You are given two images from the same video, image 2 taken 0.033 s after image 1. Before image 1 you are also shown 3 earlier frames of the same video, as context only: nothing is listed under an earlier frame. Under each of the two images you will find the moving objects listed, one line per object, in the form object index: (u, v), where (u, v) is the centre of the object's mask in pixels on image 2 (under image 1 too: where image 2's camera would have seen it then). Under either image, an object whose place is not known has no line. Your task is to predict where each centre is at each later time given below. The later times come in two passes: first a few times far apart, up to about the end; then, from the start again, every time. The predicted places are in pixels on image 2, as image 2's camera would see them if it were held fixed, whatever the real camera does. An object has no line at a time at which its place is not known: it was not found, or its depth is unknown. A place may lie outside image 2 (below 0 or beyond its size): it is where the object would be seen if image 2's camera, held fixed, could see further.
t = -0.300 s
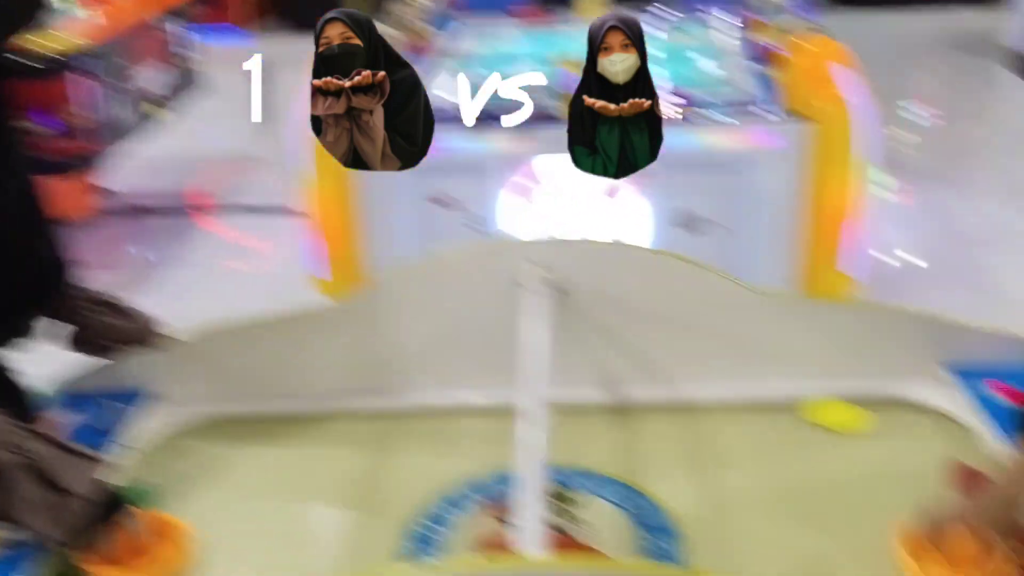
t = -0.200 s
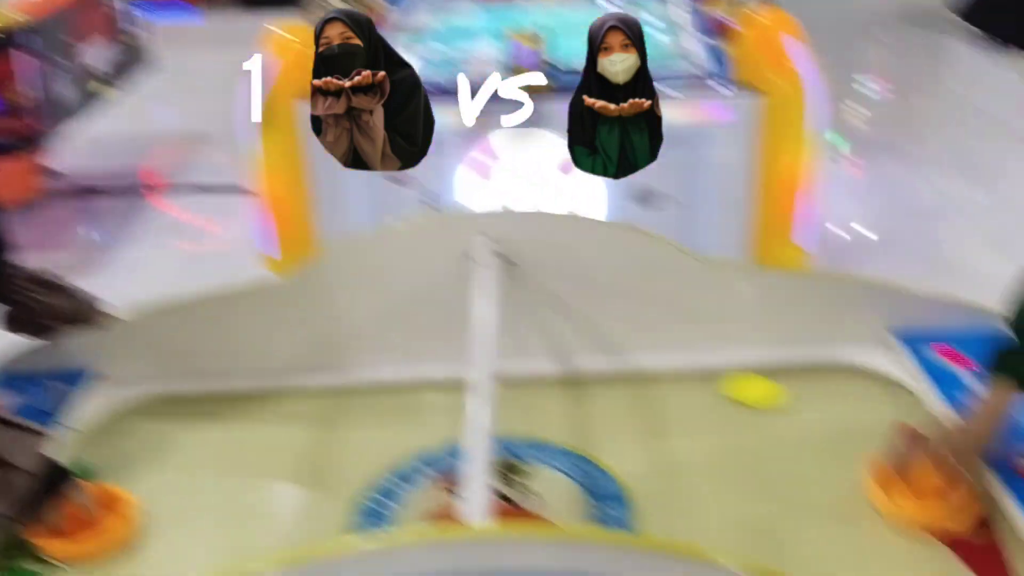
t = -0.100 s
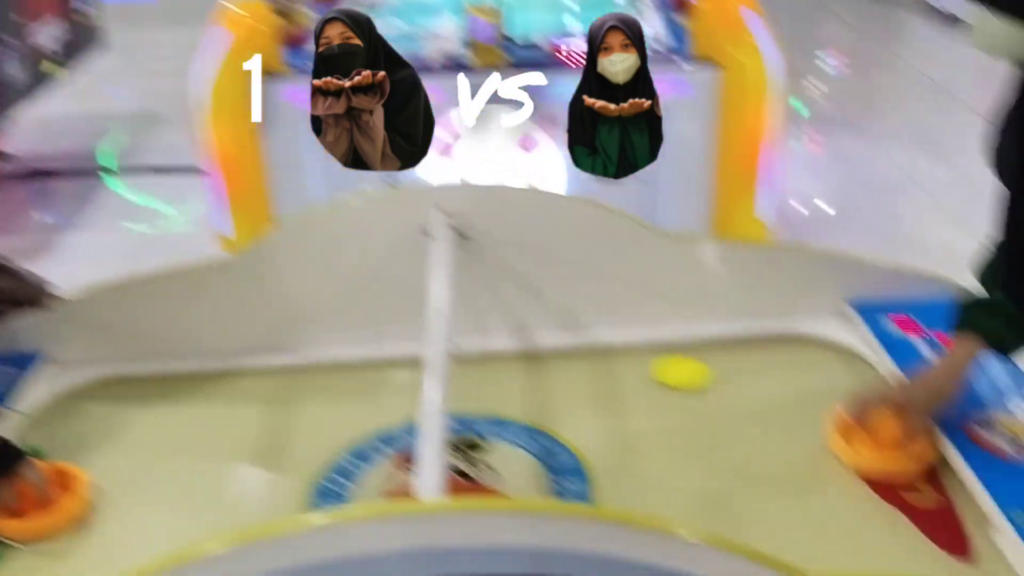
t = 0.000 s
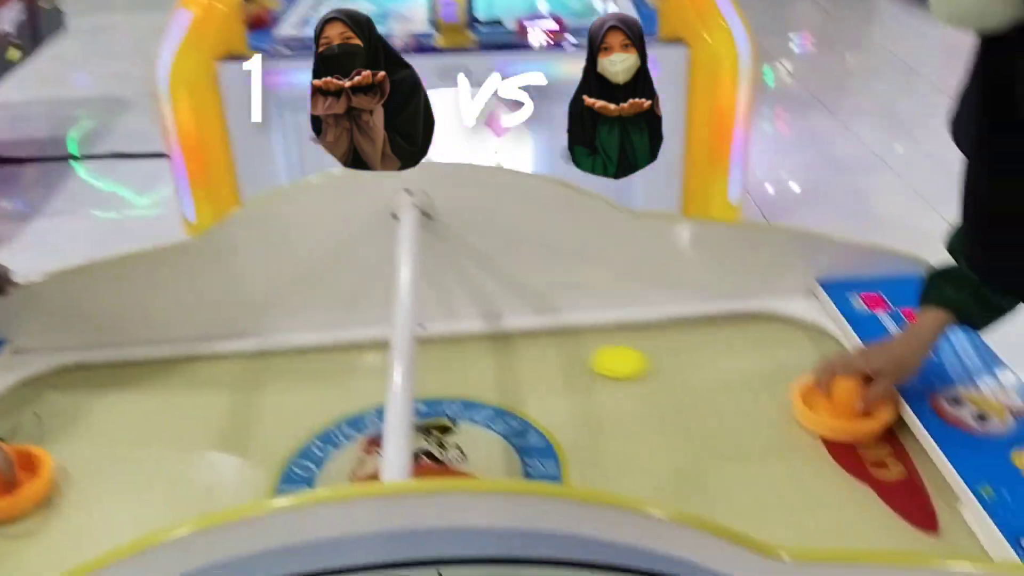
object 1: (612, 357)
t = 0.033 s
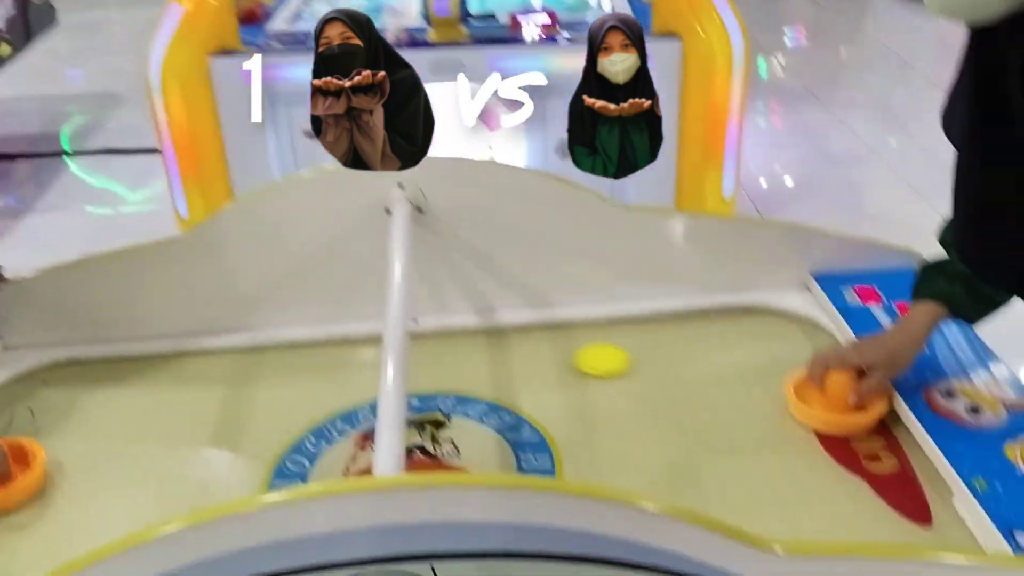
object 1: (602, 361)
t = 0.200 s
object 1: (544, 378)
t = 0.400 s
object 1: (471, 399)
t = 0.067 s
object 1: (591, 364)
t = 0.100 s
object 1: (580, 368)
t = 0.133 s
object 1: (568, 371)
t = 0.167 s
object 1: (556, 375)
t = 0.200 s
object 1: (544, 378)
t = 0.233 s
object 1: (533, 382)
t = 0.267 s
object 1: (521, 385)
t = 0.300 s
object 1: (510, 388)
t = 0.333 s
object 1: (497, 391)
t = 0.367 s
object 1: (485, 395)
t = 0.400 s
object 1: (471, 399)
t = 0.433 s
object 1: (458, 402)
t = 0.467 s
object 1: (445, 406)
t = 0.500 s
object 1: (434, 409)
